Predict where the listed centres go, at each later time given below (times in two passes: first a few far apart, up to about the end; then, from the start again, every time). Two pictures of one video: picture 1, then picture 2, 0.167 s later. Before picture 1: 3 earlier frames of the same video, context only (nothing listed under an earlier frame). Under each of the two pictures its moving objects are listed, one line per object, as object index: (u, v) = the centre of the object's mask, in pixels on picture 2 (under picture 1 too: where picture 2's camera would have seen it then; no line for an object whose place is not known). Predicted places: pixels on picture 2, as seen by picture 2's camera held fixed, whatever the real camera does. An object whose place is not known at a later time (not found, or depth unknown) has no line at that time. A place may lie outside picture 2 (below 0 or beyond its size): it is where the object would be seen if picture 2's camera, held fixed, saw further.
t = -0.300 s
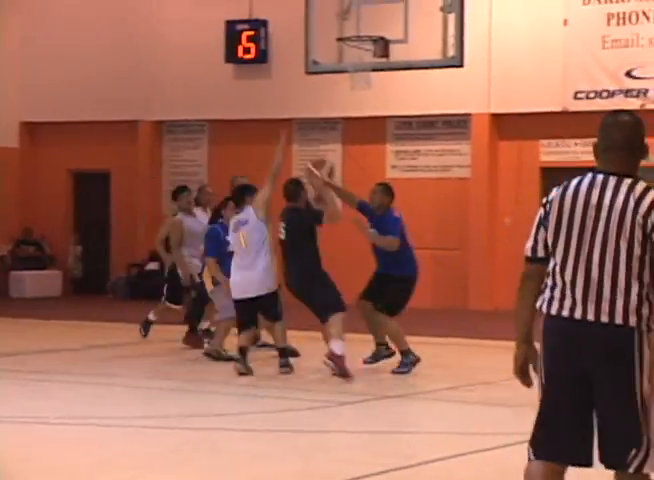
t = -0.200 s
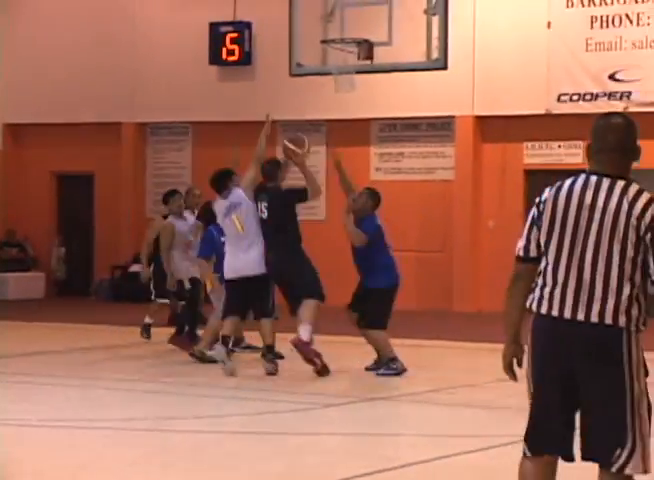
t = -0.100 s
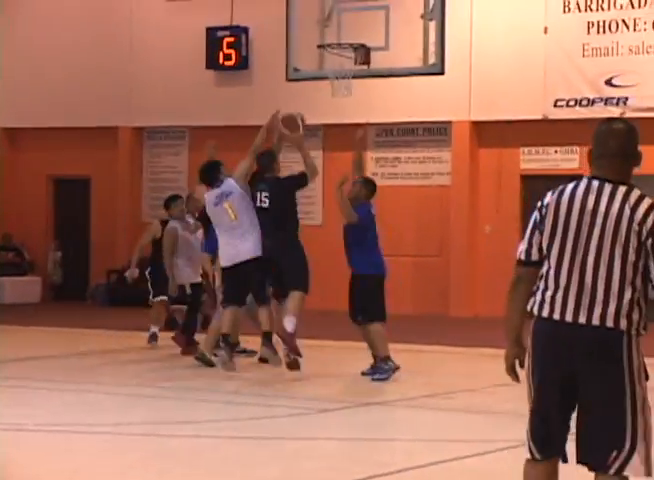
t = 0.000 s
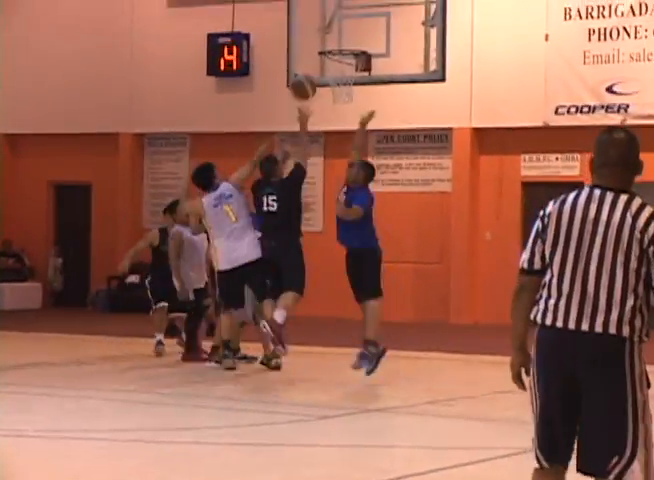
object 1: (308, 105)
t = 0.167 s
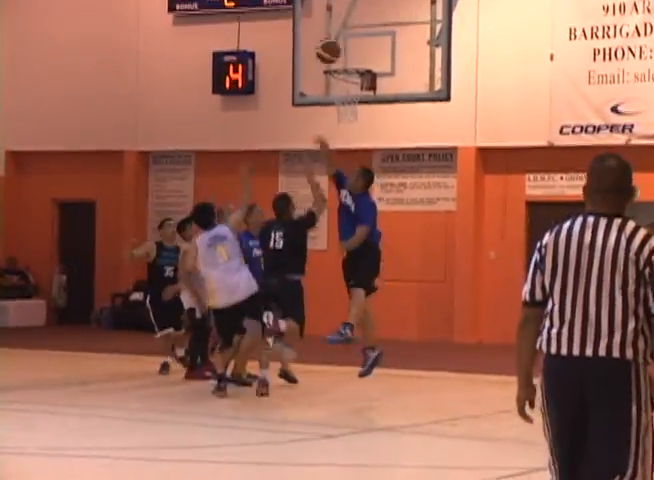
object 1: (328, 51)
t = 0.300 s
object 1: (342, 30)
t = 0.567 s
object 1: (367, 44)
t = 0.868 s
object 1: (350, 102)
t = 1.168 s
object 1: (369, 182)
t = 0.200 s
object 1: (332, 43)
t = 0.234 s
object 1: (335, 38)
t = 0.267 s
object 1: (339, 33)
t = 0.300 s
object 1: (342, 30)
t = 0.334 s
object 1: (346, 27)
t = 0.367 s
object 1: (349, 27)
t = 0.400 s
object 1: (353, 27)
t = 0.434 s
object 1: (355, 28)
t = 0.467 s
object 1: (358, 31)
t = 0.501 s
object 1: (361, 34)
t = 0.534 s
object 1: (364, 39)
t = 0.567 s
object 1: (367, 44)
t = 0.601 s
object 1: (369, 50)
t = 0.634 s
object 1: (362, 53)
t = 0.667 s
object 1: (355, 59)
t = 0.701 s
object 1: (349, 62)
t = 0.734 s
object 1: (343, 71)
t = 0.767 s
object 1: (344, 79)
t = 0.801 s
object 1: (344, 85)
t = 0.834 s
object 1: (348, 92)
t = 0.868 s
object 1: (350, 102)
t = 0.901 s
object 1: (353, 107)
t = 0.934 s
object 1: (356, 113)
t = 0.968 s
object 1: (358, 120)
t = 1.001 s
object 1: (360, 128)
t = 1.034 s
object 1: (362, 136)
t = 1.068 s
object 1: (364, 146)
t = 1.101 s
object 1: (367, 157)
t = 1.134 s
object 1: (368, 168)
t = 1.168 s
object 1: (369, 182)
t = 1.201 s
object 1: (372, 197)
